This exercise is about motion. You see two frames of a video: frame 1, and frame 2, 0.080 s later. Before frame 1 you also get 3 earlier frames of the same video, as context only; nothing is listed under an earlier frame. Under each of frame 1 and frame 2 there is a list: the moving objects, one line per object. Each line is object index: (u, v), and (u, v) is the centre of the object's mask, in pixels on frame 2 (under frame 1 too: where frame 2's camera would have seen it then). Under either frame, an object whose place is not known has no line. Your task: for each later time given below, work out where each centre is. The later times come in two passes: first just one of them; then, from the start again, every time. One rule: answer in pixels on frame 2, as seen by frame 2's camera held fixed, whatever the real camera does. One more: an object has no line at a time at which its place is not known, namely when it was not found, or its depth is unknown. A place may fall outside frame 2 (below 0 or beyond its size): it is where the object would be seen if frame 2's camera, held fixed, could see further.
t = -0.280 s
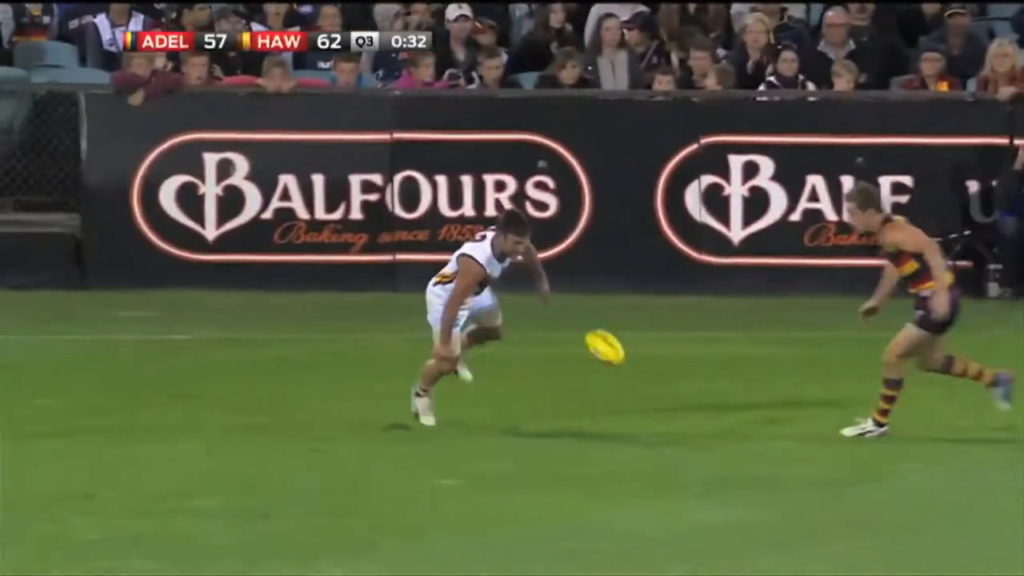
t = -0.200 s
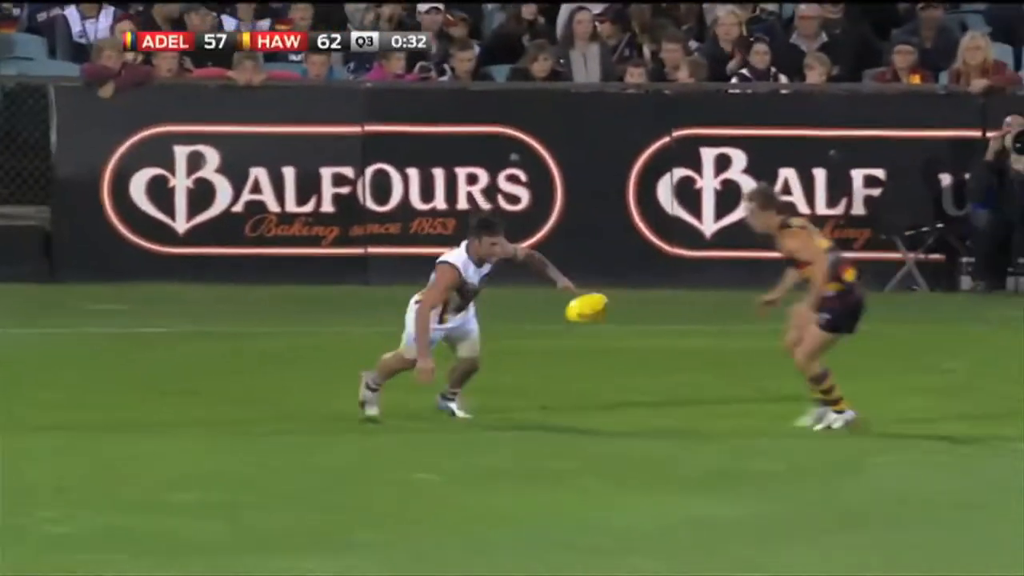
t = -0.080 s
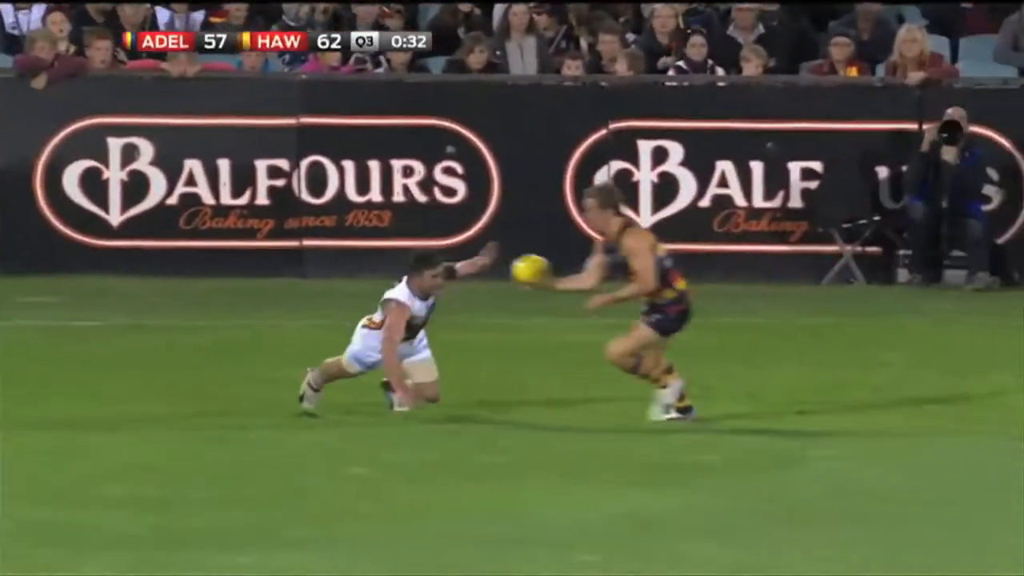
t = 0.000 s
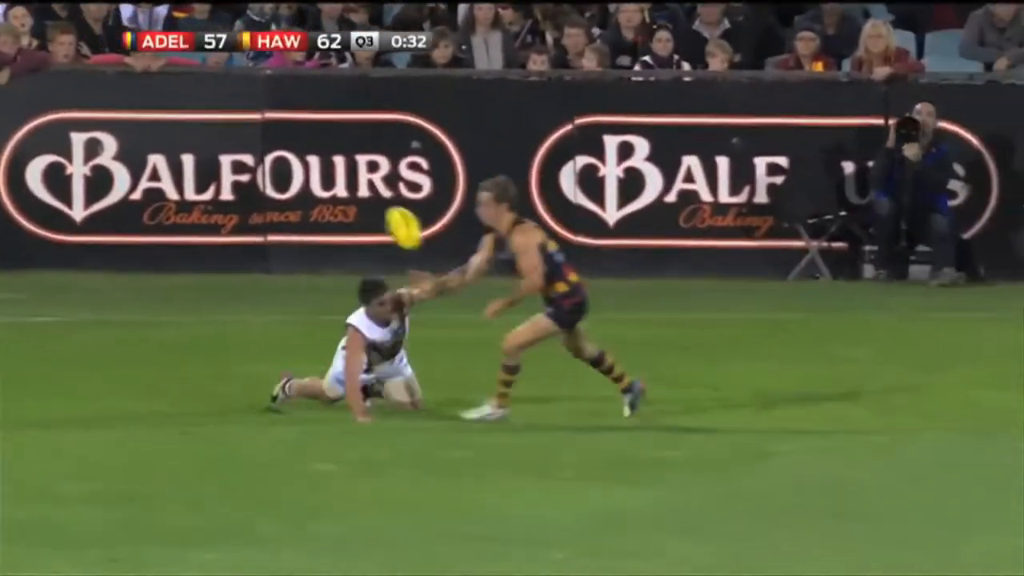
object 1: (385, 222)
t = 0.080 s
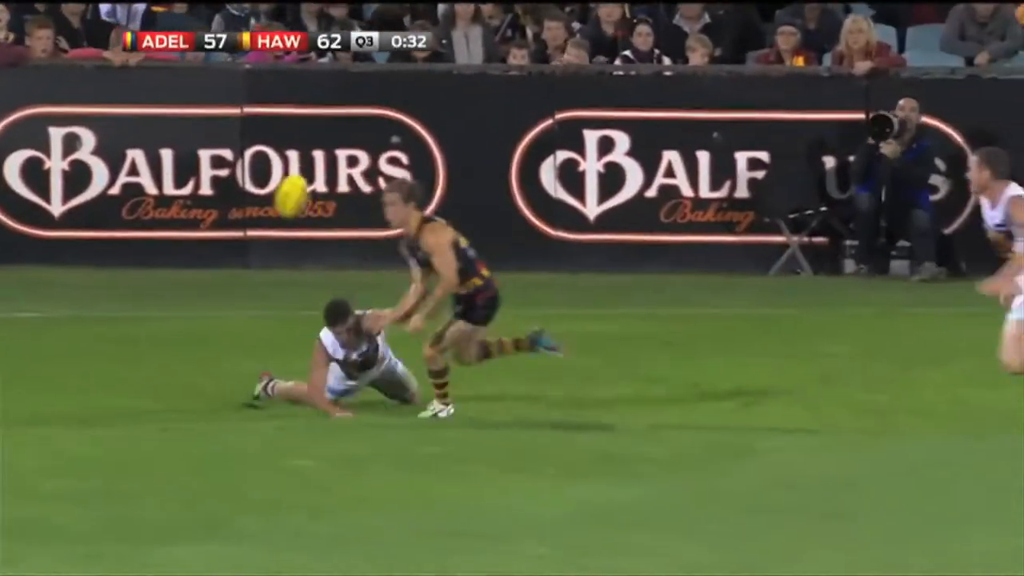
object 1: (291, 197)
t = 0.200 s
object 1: (158, 176)
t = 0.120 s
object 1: (246, 188)
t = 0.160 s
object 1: (203, 180)
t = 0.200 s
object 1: (158, 176)
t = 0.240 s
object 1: (111, 176)
